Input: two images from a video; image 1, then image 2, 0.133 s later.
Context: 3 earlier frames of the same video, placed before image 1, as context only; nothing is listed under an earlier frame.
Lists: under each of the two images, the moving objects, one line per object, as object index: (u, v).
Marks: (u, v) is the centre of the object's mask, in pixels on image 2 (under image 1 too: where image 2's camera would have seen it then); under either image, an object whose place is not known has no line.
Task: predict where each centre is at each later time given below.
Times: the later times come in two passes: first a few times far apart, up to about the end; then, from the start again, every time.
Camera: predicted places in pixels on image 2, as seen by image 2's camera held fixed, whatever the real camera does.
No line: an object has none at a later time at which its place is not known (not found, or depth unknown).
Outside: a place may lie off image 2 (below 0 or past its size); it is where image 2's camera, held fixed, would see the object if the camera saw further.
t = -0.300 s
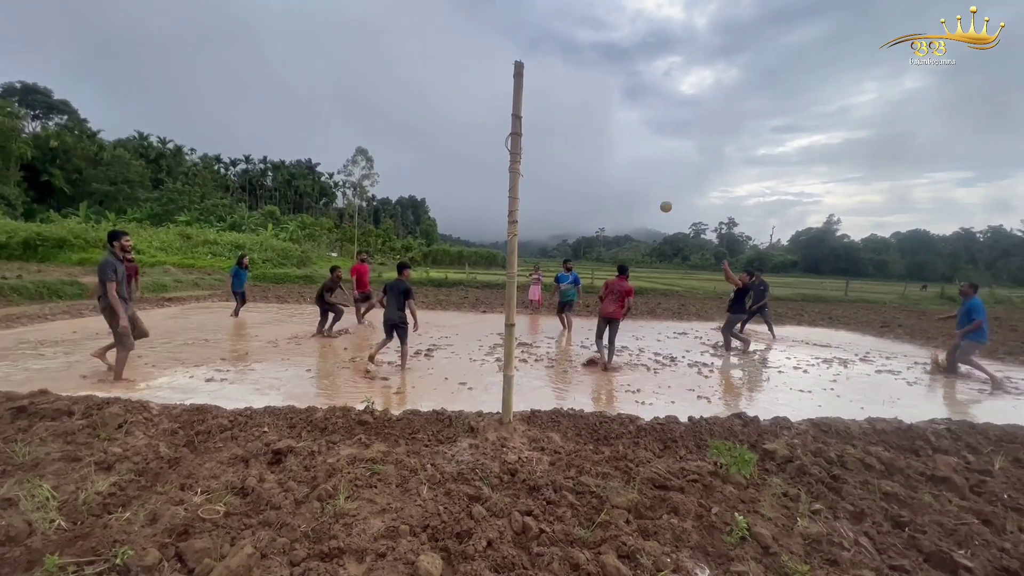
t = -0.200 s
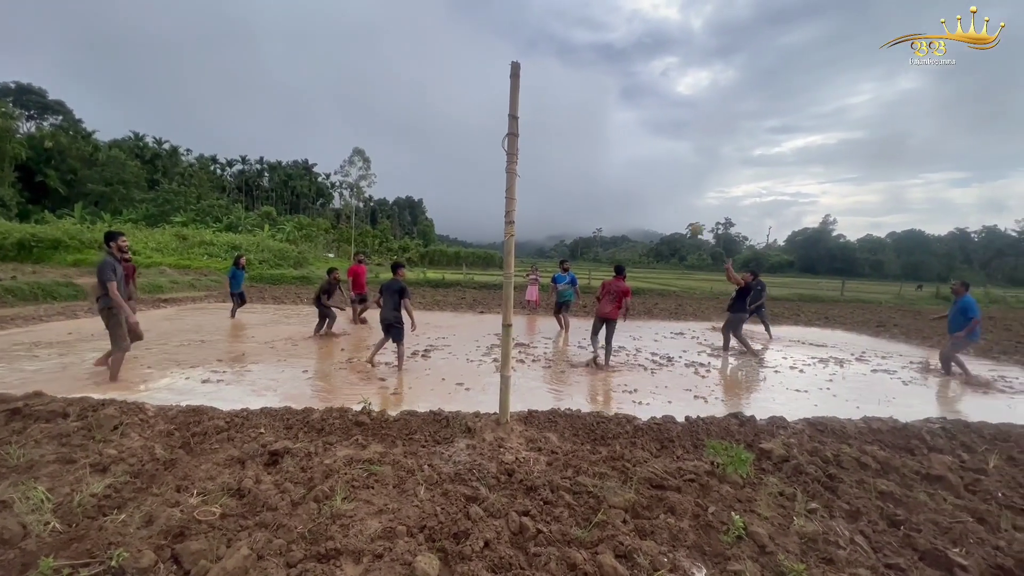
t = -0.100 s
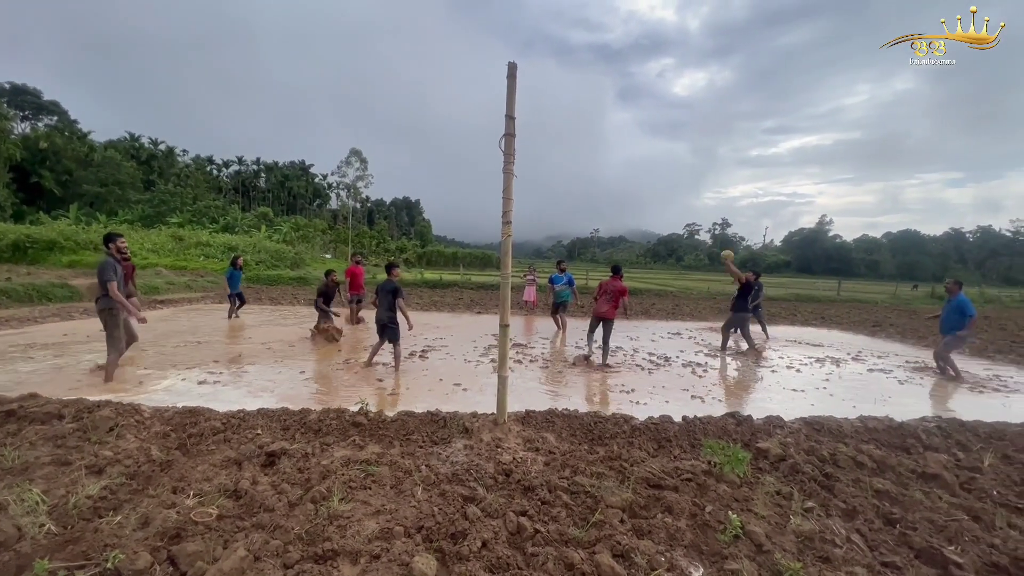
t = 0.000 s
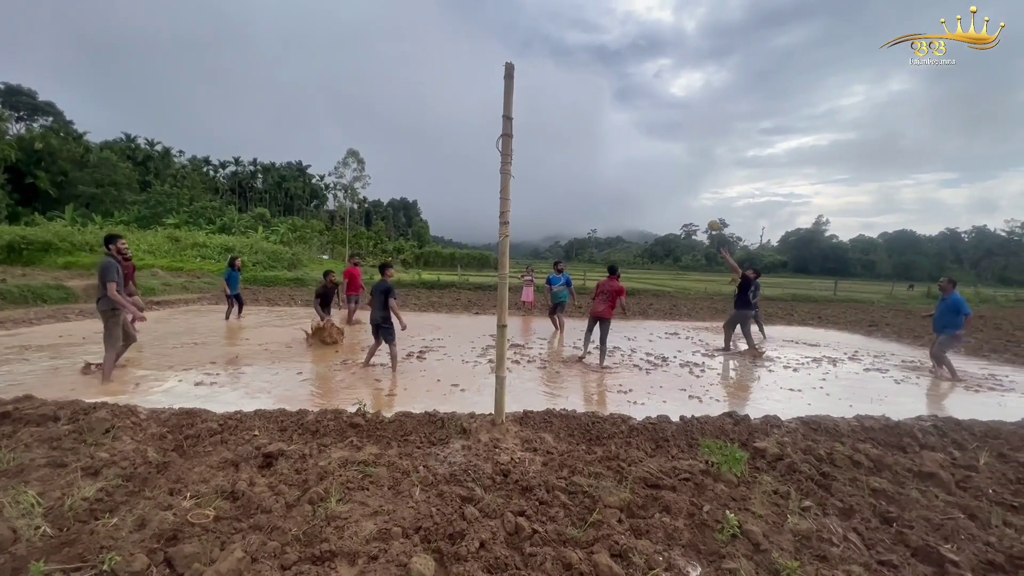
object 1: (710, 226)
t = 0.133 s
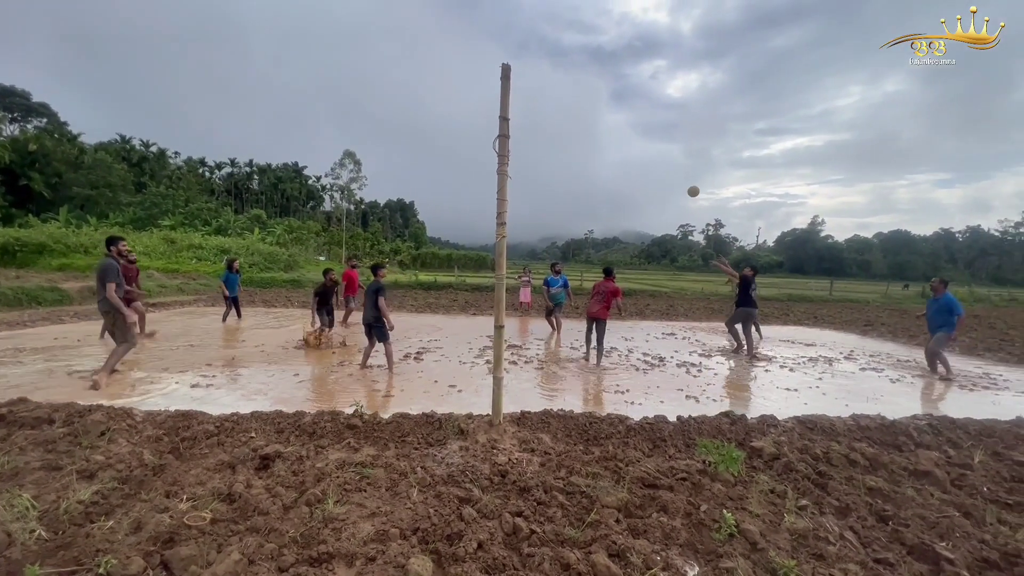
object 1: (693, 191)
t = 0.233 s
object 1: (680, 172)
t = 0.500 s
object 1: (647, 147)
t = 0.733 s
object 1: (618, 155)
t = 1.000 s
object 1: (585, 198)
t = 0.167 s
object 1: (689, 185)
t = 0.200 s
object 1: (685, 178)
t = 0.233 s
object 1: (680, 172)
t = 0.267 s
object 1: (676, 167)
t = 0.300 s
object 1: (672, 162)
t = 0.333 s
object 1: (668, 158)
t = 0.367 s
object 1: (663, 155)
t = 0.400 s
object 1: (659, 152)
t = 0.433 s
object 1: (655, 150)
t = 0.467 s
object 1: (651, 148)
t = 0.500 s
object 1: (647, 147)
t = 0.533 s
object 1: (642, 147)
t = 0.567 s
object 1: (638, 147)
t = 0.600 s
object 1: (634, 147)
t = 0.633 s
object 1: (630, 148)
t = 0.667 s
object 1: (626, 150)
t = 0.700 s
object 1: (622, 152)
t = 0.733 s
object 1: (618, 155)
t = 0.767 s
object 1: (614, 159)
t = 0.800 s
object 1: (609, 163)
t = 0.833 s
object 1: (605, 167)
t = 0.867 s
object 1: (601, 172)
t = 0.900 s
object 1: (597, 178)
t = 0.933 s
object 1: (593, 184)
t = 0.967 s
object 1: (589, 190)
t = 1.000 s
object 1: (585, 198)
